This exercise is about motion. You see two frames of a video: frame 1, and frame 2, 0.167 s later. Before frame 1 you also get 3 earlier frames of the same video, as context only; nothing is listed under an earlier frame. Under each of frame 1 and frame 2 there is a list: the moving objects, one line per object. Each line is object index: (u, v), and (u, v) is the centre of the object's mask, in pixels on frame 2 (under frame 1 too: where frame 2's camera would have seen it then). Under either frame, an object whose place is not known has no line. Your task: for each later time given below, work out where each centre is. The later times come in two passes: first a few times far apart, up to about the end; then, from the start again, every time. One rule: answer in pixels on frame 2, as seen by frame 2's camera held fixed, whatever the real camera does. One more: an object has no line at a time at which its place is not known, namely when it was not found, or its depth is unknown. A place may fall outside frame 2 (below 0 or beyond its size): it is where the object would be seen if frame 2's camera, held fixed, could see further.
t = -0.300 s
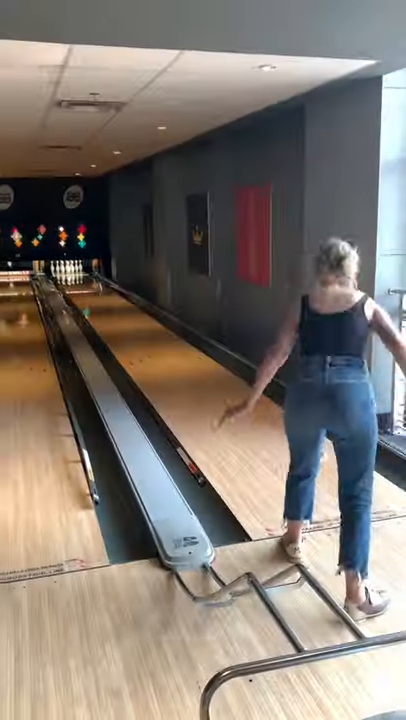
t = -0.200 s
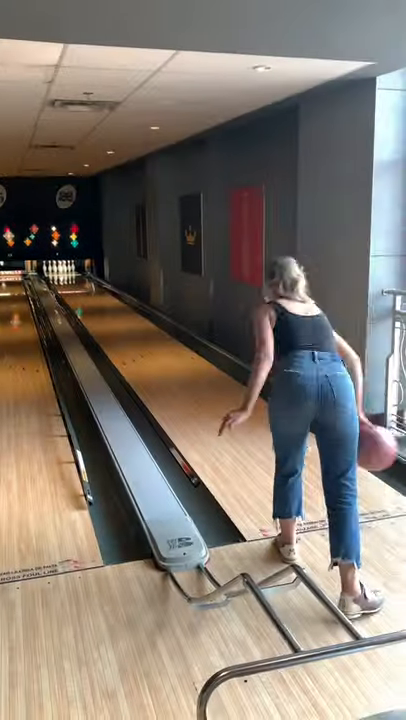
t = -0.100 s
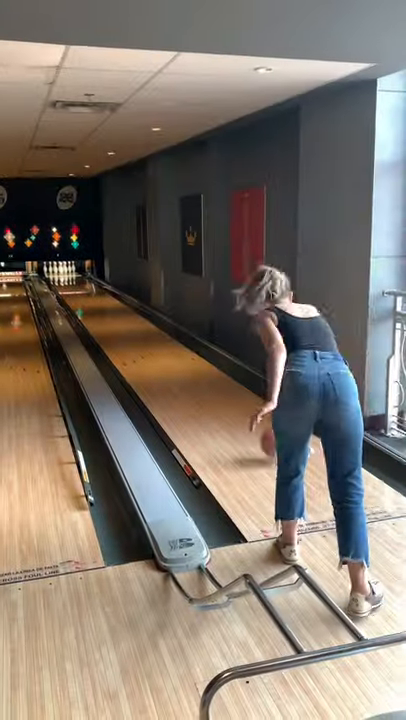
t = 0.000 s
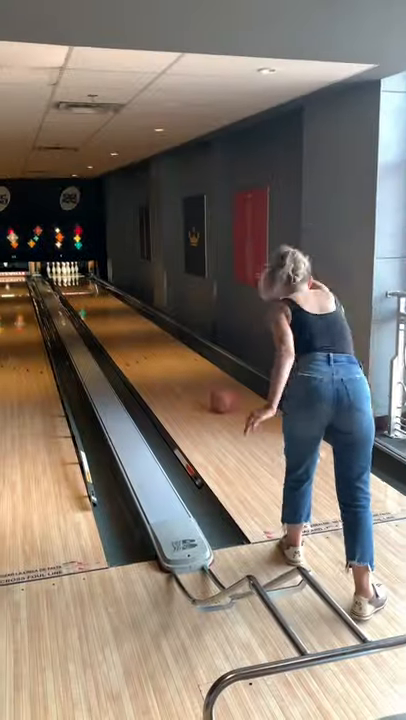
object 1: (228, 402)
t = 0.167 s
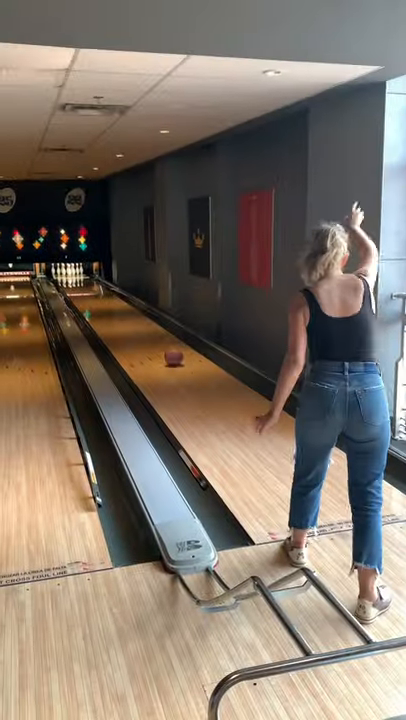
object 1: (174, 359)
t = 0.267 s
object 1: (152, 340)
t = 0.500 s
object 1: (123, 316)
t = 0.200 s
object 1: (166, 351)
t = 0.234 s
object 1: (159, 345)
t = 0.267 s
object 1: (152, 340)
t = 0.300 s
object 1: (148, 335)
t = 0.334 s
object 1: (142, 331)
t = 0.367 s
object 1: (137, 327)
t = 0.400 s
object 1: (133, 324)
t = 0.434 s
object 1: (130, 320)
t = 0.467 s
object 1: (126, 318)
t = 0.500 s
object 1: (123, 316)
